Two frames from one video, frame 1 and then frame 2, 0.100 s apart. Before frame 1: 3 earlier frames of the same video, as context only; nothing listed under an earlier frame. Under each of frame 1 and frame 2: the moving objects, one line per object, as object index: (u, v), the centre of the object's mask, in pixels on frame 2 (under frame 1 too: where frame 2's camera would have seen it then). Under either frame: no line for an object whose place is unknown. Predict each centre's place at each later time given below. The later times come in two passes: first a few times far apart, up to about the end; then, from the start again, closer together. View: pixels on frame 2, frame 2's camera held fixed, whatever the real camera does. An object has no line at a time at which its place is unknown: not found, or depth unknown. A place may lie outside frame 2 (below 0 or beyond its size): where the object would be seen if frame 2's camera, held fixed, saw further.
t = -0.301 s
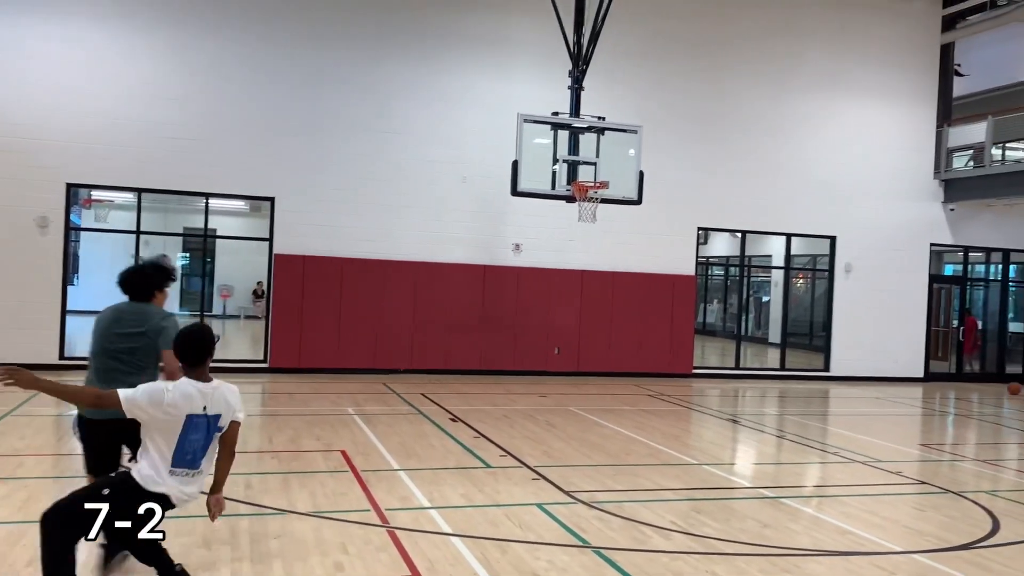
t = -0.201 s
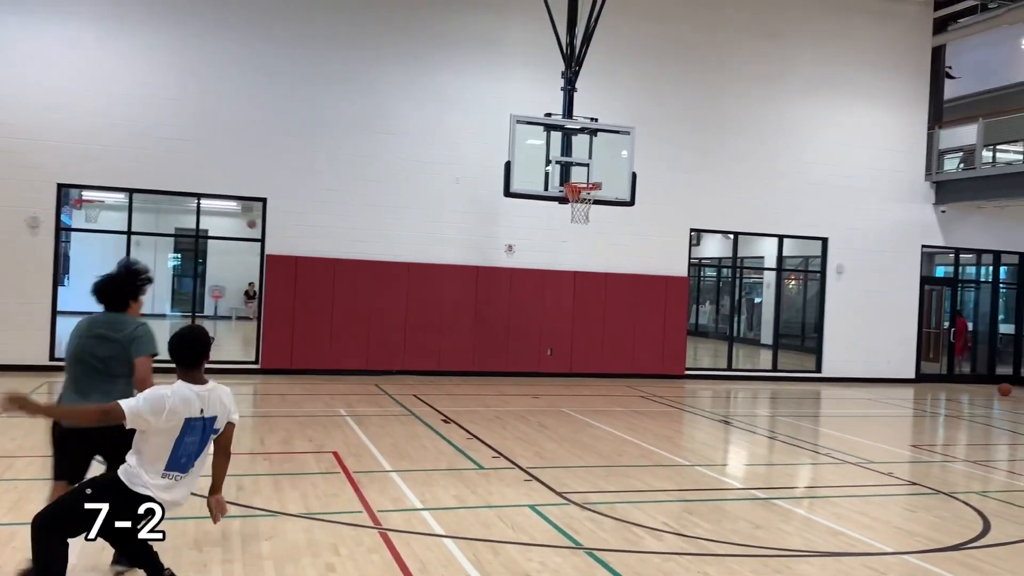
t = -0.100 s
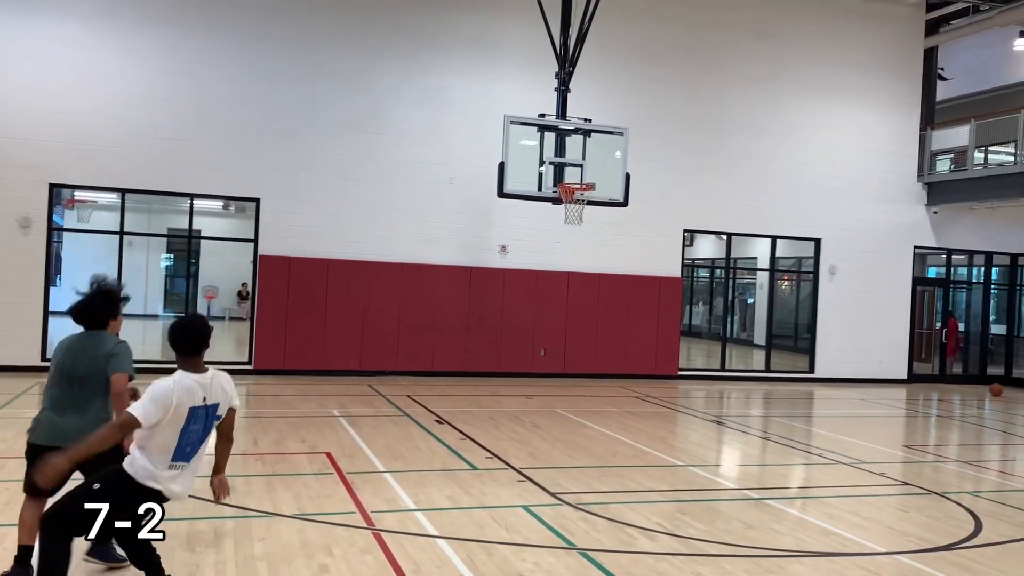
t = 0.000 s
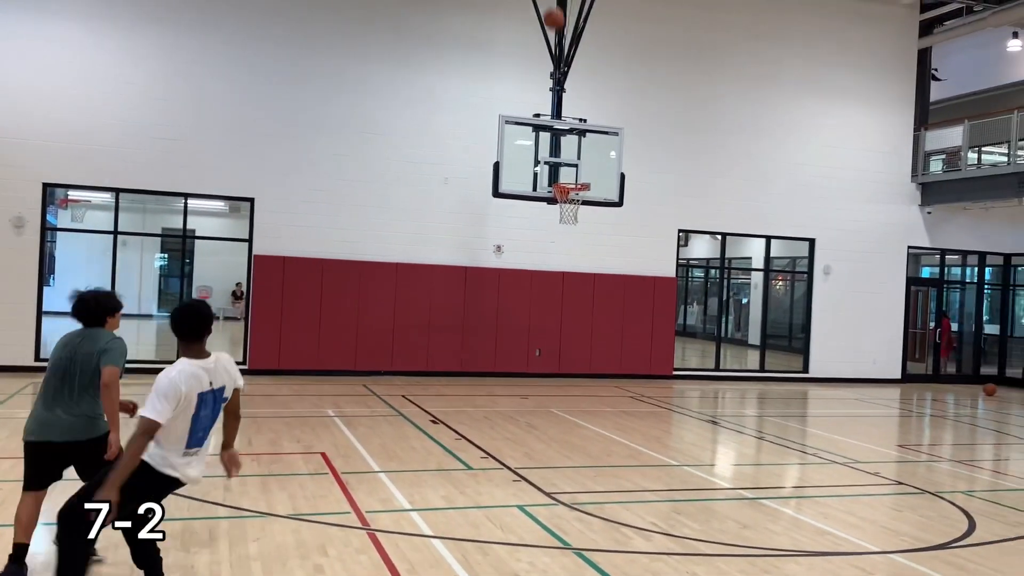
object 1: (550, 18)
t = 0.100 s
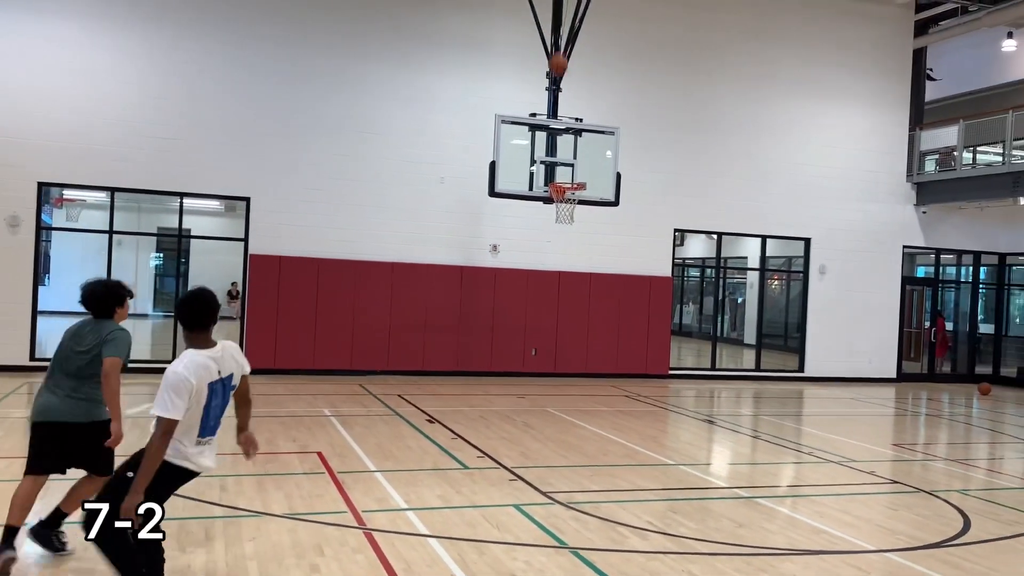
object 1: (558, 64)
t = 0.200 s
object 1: (565, 112)
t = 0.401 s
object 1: (571, 174)
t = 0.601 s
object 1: (588, 170)
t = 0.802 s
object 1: (615, 187)
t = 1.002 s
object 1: (642, 236)
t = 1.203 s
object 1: (670, 321)
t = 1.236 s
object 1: (675, 339)
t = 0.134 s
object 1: (559, 79)
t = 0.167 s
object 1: (561, 96)
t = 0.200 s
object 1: (565, 112)
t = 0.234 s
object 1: (566, 129)
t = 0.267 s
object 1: (567, 147)
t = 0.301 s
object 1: (569, 164)
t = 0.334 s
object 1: (571, 177)
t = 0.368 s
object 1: (571, 175)
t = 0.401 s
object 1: (571, 174)
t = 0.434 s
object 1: (571, 174)
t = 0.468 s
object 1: (571, 175)
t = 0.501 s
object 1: (575, 173)
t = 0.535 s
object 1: (580, 171)
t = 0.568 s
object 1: (584, 170)
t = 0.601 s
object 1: (588, 170)
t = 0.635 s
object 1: (593, 171)
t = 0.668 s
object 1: (597, 172)
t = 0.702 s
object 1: (601, 175)
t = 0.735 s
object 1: (606, 178)
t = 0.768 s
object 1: (611, 182)
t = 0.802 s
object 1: (615, 187)
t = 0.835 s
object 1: (619, 193)
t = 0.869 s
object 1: (624, 199)
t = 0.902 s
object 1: (628, 207)
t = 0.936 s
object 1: (633, 216)
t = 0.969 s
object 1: (637, 225)
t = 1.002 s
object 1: (642, 236)
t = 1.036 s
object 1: (647, 247)
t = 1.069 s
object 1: (652, 260)
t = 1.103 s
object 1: (656, 273)
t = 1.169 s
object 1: (666, 303)
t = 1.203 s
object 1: (670, 321)
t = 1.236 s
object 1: (675, 339)
